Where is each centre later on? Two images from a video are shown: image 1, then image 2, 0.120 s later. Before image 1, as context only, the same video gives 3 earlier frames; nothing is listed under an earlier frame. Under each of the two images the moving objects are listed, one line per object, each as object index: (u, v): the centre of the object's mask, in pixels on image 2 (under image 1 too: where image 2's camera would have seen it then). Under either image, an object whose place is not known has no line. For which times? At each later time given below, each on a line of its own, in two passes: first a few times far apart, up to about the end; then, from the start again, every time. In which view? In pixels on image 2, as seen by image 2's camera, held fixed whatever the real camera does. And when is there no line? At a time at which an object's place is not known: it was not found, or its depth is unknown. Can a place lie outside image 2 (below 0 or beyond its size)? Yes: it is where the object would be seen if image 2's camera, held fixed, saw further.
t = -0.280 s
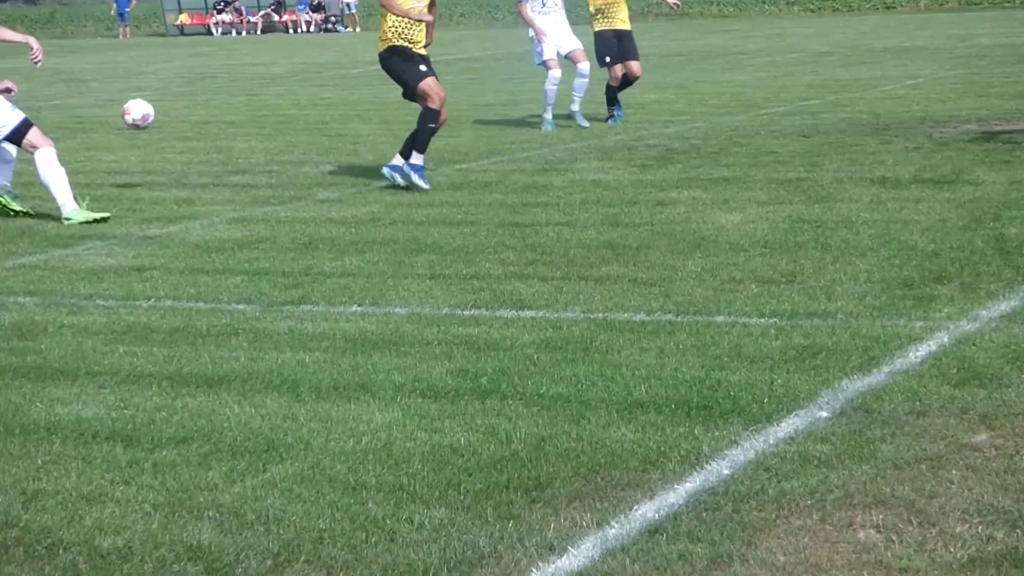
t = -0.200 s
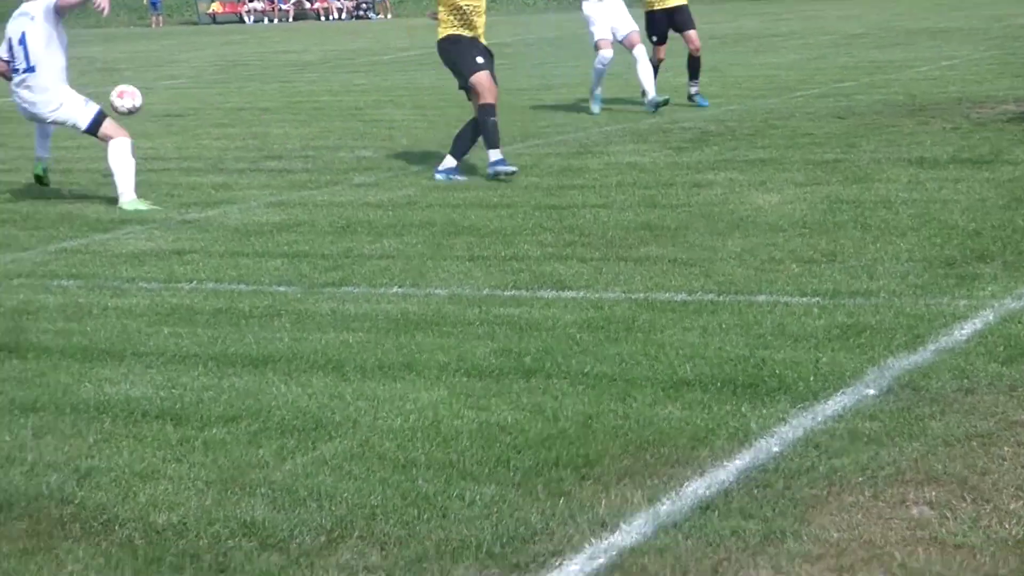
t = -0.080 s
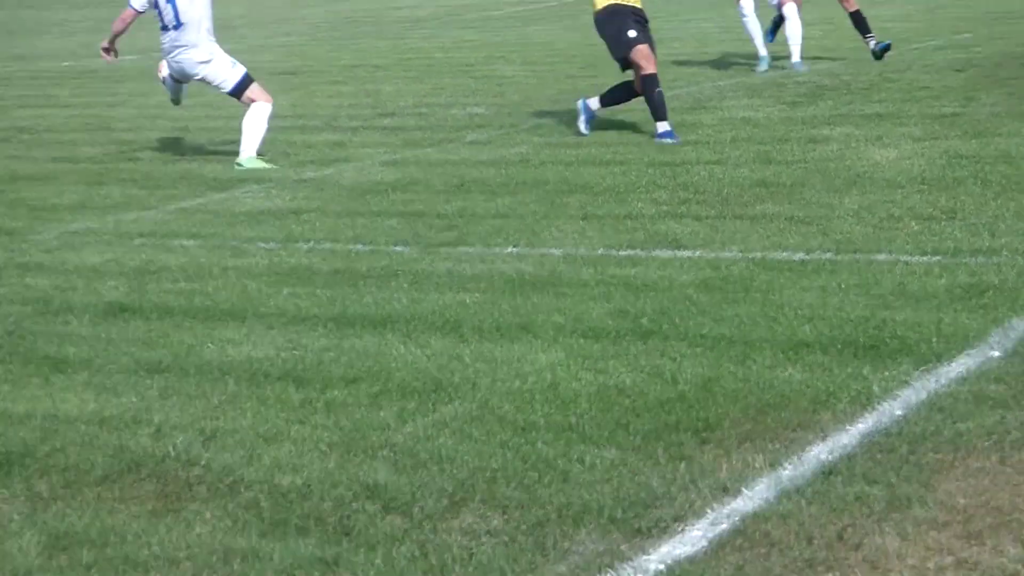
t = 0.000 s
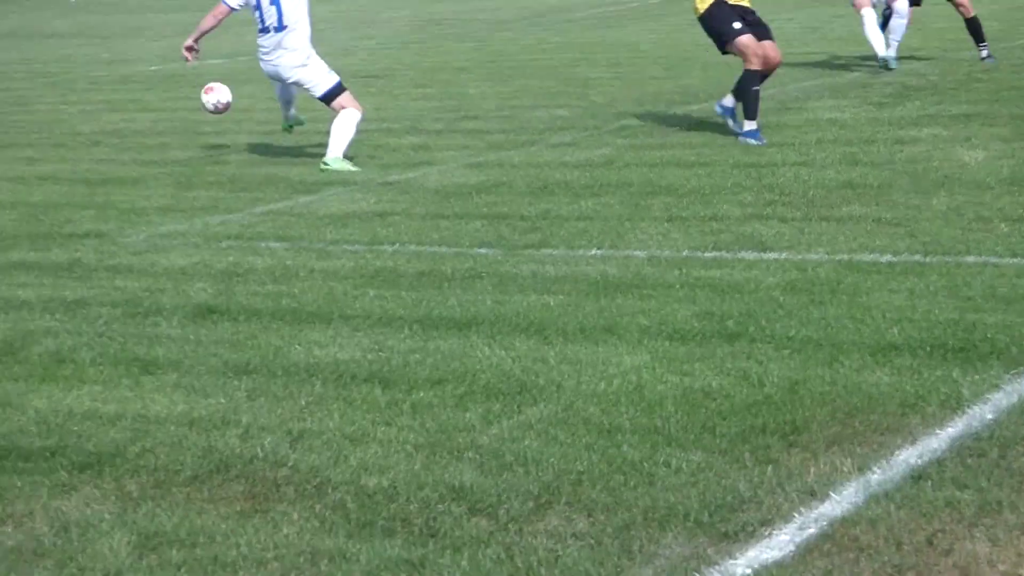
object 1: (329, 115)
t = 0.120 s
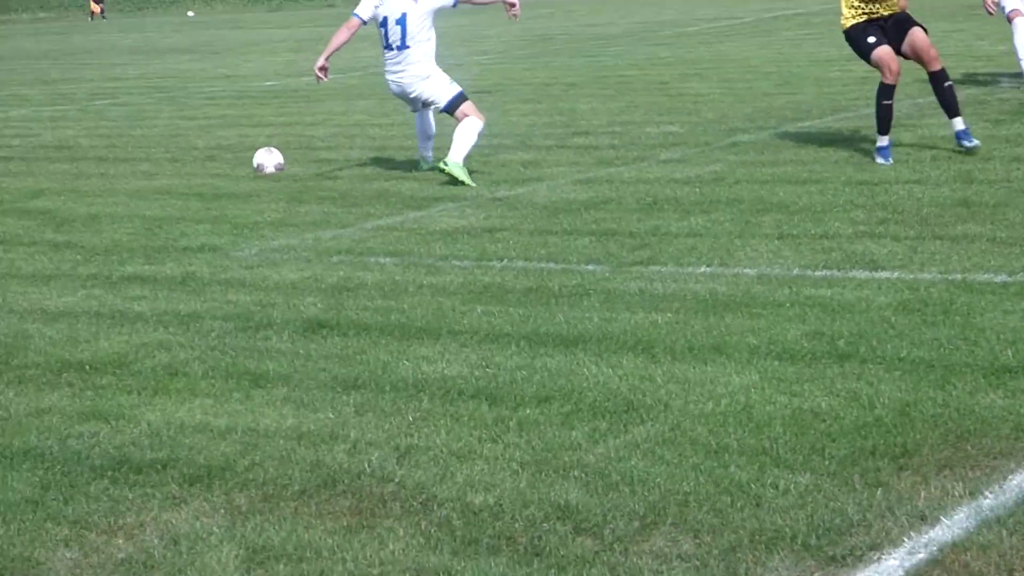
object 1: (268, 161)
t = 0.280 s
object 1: (198, 134)
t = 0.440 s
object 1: (129, 140)
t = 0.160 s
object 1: (250, 154)
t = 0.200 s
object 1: (232, 145)
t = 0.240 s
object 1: (214, 139)
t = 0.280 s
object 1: (198, 134)
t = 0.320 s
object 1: (180, 132)
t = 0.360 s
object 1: (163, 134)
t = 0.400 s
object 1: (145, 136)
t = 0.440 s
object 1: (129, 140)
